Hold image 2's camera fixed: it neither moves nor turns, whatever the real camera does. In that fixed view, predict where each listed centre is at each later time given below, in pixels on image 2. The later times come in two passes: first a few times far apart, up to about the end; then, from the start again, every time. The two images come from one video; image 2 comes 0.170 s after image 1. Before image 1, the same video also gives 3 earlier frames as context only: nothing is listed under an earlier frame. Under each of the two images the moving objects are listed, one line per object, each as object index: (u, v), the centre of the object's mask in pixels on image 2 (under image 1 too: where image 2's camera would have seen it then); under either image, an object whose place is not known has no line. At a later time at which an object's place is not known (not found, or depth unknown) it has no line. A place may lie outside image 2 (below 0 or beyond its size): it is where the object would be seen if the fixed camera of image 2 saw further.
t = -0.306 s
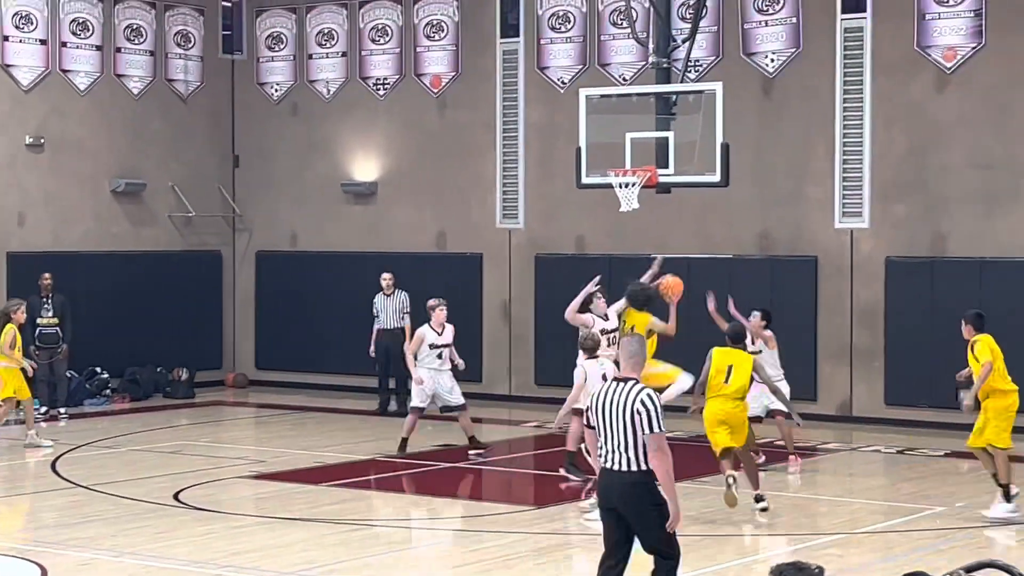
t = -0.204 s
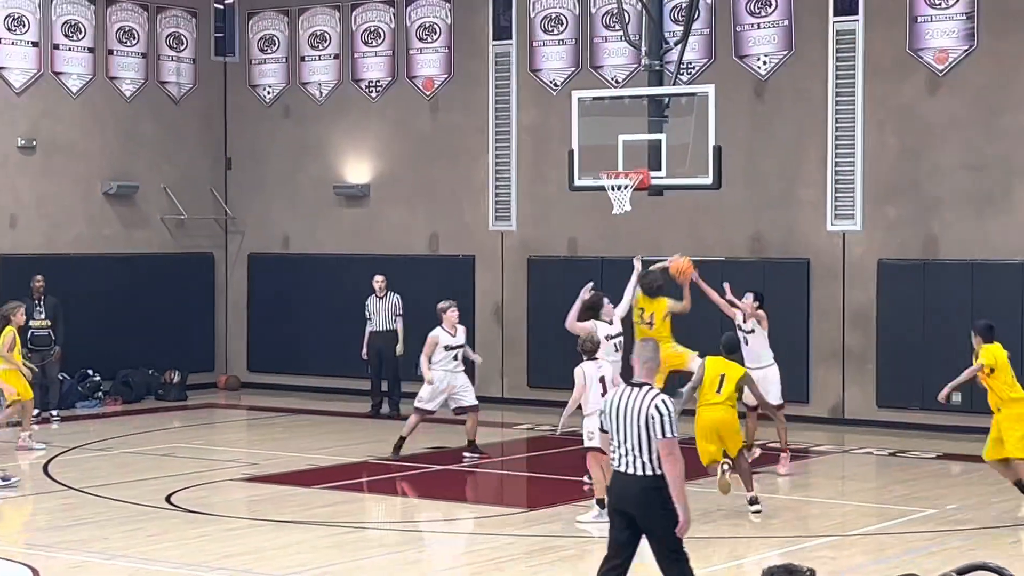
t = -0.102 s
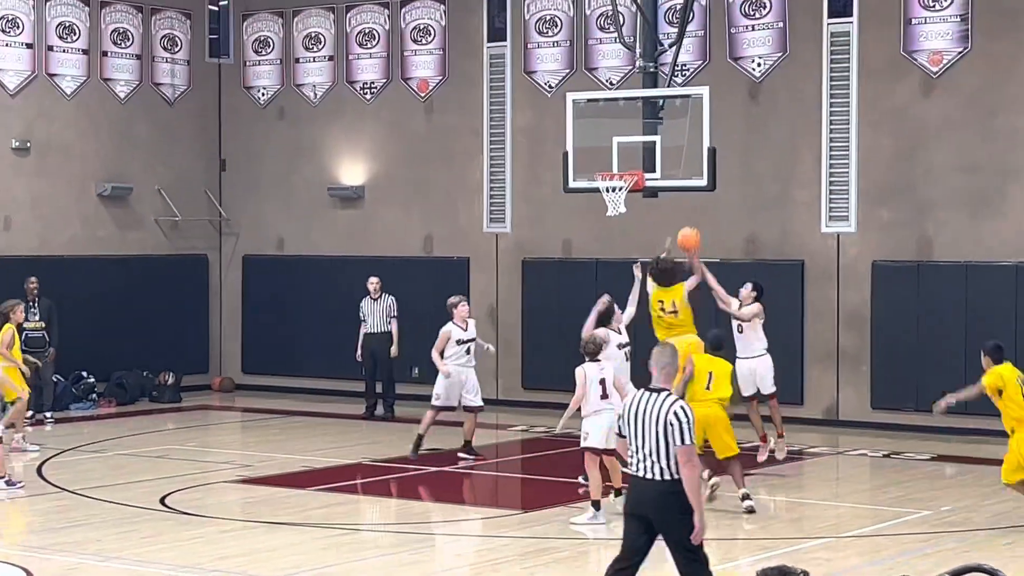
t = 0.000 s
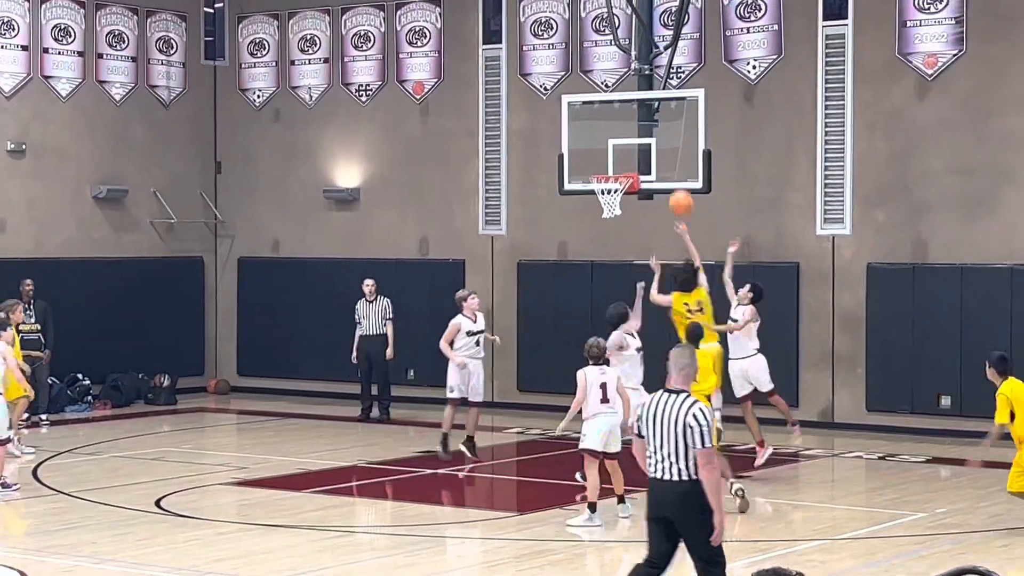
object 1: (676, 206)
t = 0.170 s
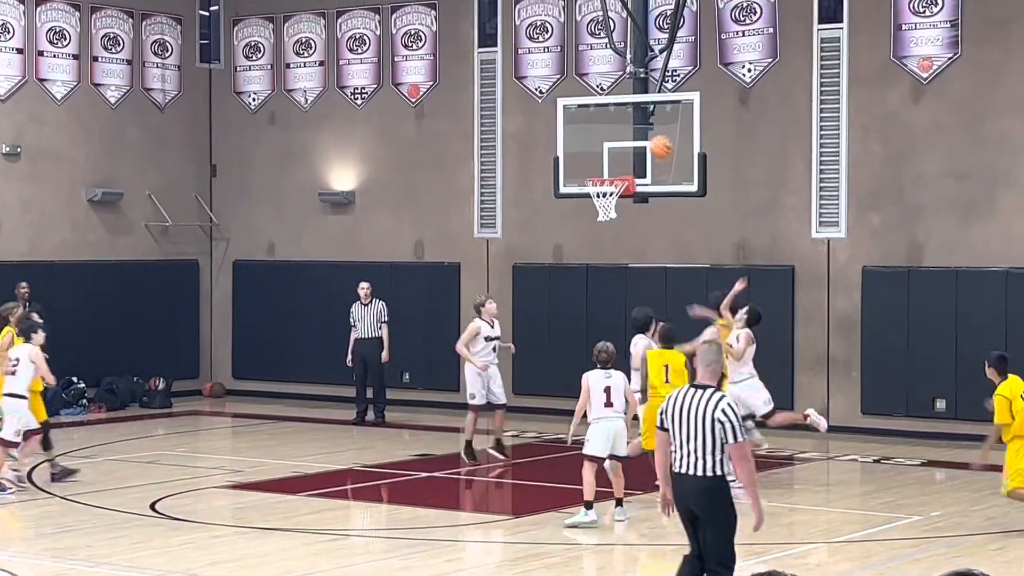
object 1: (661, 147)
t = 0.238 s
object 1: (652, 126)
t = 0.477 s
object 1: (633, 114)
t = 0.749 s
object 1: (580, 158)
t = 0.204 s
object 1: (655, 132)
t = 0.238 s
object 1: (652, 126)
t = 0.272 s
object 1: (649, 121)
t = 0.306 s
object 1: (647, 118)
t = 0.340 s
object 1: (643, 115)
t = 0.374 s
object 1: (642, 114)
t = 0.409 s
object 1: (638, 113)
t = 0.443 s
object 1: (635, 113)
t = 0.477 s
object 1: (633, 114)
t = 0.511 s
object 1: (629, 116)
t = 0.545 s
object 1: (622, 119)
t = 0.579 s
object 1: (615, 123)
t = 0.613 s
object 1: (609, 128)
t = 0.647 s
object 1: (601, 134)
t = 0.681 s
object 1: (594, 141)
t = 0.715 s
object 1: (587, 149)
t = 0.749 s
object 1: (580, 158)
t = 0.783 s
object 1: (573, 168)
